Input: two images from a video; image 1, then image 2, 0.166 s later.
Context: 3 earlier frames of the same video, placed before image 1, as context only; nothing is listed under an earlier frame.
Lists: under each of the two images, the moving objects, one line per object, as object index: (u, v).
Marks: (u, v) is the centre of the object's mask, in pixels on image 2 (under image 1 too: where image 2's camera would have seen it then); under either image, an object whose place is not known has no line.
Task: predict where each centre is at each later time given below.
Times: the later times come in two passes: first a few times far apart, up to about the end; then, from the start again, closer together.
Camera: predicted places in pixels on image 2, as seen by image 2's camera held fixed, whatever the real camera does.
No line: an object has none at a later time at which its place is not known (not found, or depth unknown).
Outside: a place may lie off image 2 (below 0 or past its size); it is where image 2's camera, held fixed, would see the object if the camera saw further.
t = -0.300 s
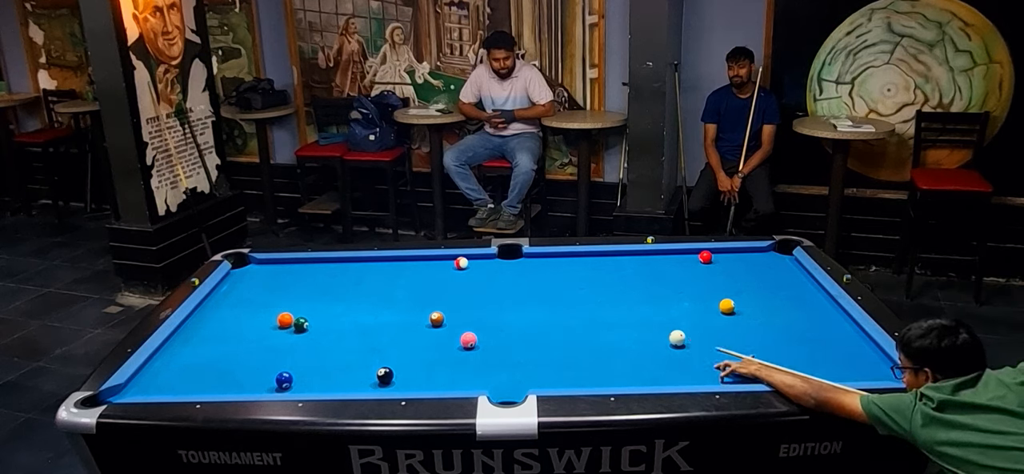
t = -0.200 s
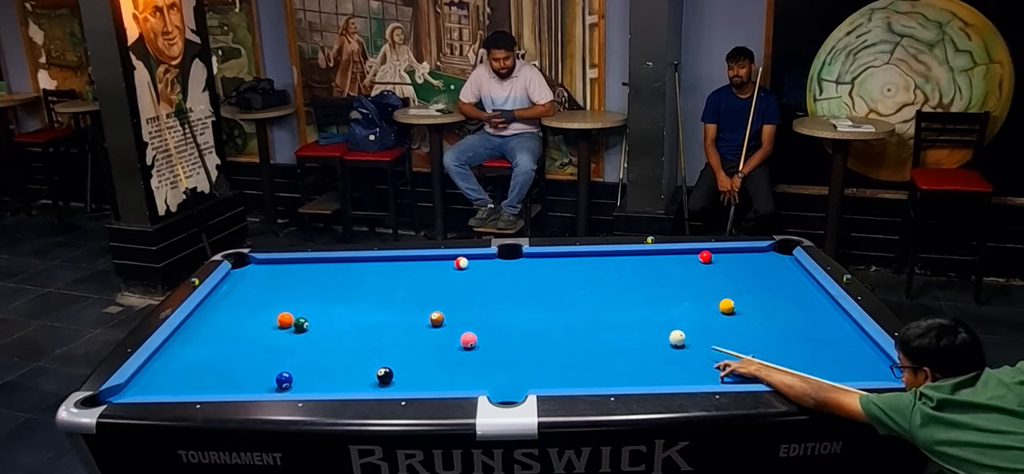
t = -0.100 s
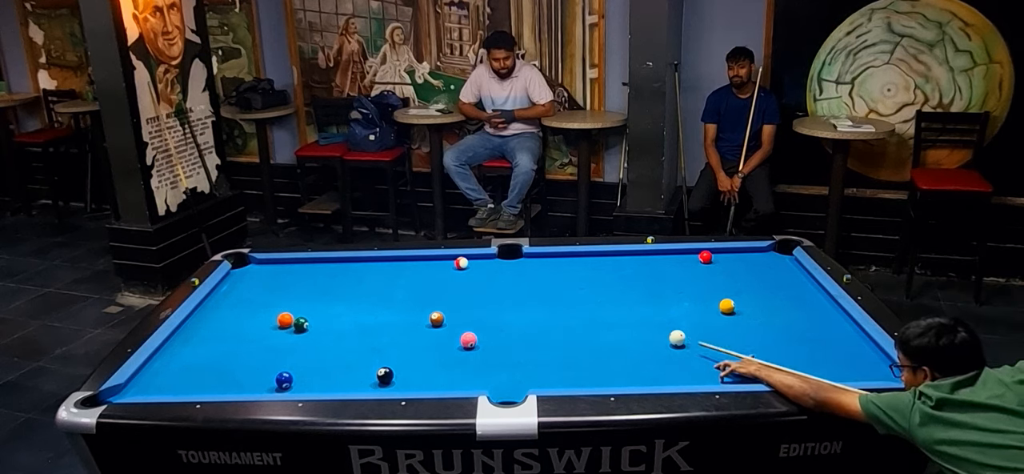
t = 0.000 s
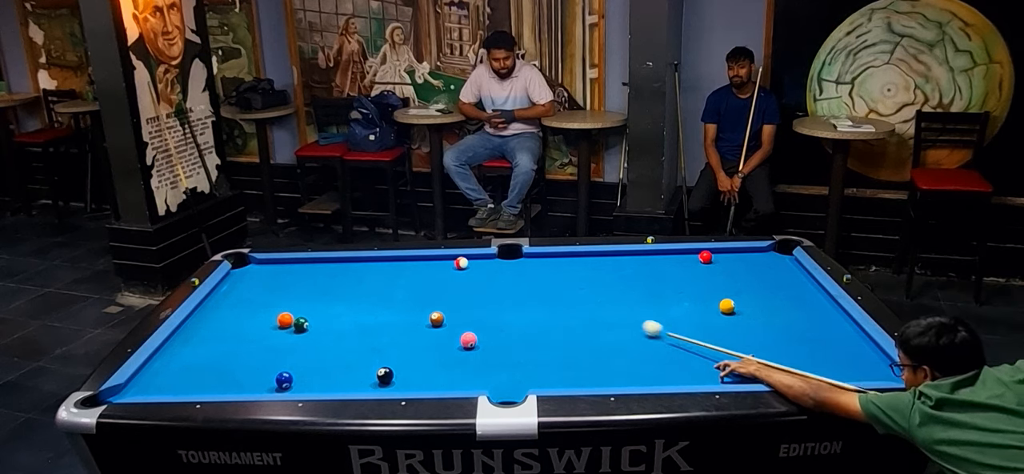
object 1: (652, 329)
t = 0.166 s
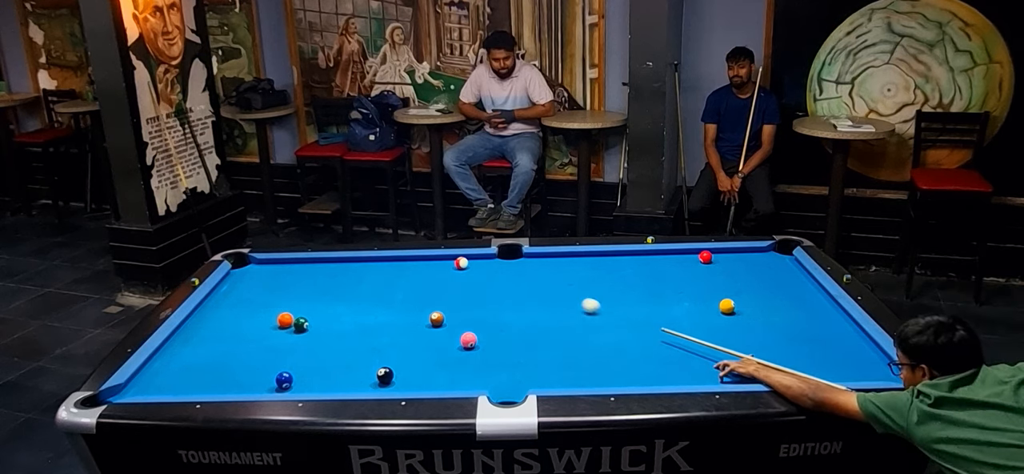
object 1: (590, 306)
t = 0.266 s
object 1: (558, 294)
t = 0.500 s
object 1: (491, 269)
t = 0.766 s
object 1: (466, 265)
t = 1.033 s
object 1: (449, 281)
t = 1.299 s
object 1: (432, 298)
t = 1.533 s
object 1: (415, 314)
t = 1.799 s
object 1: (395, 333)
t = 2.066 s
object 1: (374, 354)
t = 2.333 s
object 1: (351, 376)
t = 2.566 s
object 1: (334, 386)
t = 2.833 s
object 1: (333, 374)
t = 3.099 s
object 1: (331, 362)
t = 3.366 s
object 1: (330, 352)
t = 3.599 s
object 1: (330, 343)
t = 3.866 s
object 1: (330, 334)
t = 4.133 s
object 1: (329, 325)
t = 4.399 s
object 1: (333, 317)
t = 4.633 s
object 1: (331, 315)
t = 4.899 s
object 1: (331, 310)
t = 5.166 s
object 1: (332, 306)
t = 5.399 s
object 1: (332, 303)
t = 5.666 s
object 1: (333, 300)
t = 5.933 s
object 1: (334, 297)
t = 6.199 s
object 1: (335, 295)
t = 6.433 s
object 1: (336, 294)
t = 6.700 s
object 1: (337, 293)
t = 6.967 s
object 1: (337, 293)
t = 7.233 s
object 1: (337, 293)
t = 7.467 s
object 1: (337, 293)
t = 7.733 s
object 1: (337, 293)
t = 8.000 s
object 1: (337, 293)
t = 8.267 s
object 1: (337, 293)
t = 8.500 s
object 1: (337, 293)
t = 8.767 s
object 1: (337, 294)
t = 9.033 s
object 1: (337, 293)
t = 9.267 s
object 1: (337, 294)
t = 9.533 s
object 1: (337, 294)
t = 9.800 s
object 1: (337, 294)
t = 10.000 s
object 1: (337, 293)
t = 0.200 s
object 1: (579, 302)
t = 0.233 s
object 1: (568, 298)
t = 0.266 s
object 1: (558, 294)
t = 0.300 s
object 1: (547, 290)
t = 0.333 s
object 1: (537, 286)
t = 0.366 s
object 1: (528, 283)
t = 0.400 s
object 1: (518, 279)
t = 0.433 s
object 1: (509, 276)
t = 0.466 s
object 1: (500, 272)
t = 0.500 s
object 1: (491, 269)
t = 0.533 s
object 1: (482, 266)
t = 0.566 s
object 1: (474, 263)
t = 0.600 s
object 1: (474, 260)
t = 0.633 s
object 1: (473, 257)
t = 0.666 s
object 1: (472, 259)
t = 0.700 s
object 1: (470, 261)
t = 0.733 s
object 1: (468, 263)
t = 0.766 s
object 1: (466, 265)
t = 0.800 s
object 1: (464, 267)
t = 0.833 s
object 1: (462, 269)
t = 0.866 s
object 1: (460, 271)
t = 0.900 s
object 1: (458, 273)
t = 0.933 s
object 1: (456, 275)
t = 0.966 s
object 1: (454, 277)
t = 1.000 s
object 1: (451, 279)
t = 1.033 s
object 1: (449, 281)
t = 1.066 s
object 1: (447, 283)
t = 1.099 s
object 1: (445, 285)
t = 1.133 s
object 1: (443, 287)
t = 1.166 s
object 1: (441, 289)
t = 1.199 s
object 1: (438, 291)
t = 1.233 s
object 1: (436, 293)
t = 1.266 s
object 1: (434, 296)
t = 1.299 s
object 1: (432, 298)
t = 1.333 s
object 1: (429, 300)
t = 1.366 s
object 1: (427, 302)
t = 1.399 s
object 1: (424, 305)
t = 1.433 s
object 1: (422, 307)
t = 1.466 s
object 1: (420, 309)
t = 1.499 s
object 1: (417, 311)
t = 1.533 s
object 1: (415, 314)
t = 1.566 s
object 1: (412, 316)
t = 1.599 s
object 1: (410, 319)
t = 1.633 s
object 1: (408, 321)
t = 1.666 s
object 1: (405, 323)
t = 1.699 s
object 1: (403, 326)
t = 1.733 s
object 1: (400, 328)
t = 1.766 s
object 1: (398, 331)
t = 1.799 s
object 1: (395, 333)
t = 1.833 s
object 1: (392, 336)
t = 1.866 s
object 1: (390, 338)
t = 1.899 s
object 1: (387, 341)
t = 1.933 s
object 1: (385, 343)
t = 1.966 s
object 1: (382, 346)
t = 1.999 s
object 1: (379, 348)
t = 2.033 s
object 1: (377, 351)
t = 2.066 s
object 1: (374, 354)
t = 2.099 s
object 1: (371, 356)
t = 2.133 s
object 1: (368, 359)
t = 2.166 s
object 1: (366, 362)
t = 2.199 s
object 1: (363, 365)
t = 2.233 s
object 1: (360, 367)
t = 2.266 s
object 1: (357, 370)
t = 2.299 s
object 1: (354, 372)
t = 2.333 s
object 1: (351, 376)
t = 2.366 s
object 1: (348, 378)
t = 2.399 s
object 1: (345, 381)
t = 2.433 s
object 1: (342, 383)
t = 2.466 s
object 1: (340, 385)
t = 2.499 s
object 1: (337, 387)
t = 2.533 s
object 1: (335, 387)
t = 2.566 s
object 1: (334, 386)
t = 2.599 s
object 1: (334, 385)
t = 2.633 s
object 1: (334, 384)
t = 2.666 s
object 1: (334, 383)
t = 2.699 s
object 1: (333, 381)
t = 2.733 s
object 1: (333, 380)
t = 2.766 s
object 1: (333, 378)
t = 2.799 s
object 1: (333, 376)
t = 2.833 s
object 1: (333, 374)
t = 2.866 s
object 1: (333, 373)
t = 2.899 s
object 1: (332, 371)
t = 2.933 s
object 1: (332, 370)
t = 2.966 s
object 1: (332, 368)
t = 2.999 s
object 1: (332, 367)
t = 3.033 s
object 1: (332, 365)
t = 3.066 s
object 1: (331, 364)
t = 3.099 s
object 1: (331, 362)
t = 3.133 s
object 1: (331, 361)
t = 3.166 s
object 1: (331, 359)
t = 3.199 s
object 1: (331, 358)
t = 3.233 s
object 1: (331, 357)
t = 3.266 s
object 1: (331, 355)
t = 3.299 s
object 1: (330, 354)
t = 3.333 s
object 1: (330, 353)
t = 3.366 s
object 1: (330, 352)
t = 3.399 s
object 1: (330, 350)
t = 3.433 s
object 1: (330, 349)
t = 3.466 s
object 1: (330, 347)
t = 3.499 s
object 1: (330, 346)
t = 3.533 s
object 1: (330, 345)
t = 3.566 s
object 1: (330, 344)
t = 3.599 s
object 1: (330, 343)
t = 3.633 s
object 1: (330, 341)
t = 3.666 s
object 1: (330, 341)
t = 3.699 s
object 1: (330, 339)
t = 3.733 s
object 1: (330, 338)
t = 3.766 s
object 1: (330, 337)
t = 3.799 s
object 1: (330, 336)
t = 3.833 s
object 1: (330, 335)
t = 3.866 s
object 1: (330, 334)
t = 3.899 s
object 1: (330, 333)
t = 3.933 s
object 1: (330, 332)
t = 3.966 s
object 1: (331, 331)
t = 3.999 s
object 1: (330, 330)
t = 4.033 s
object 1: (330, 329)
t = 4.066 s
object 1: (330, 328)
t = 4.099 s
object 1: (330, 328)
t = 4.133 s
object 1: (329, 325)
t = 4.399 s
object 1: (333, 317)
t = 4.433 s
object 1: (330, 319)
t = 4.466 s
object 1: (330, 319)
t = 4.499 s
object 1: (331, 318)
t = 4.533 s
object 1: (330, 317)
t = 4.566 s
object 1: (331, 317)
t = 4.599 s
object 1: (331, 316)
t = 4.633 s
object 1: (331, 315)
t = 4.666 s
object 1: (331, 314)
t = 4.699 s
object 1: (331, 314)
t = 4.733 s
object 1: (331, 313)
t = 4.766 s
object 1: (331, 312)
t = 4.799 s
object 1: (331, 312)
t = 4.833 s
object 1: (331, 311)
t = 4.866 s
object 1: (331, 311)
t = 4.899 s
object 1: (331, 310)
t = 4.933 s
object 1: (331, 309)
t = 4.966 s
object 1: (331, 309)
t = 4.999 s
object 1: (332, 308)
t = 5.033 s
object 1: (332, 308)
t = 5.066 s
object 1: (332, 307)
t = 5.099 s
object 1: (332, 307)
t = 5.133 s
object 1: (332, 306)
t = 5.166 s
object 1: (332, 306)
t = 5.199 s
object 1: (332, 305)
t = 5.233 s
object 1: (332, 305)
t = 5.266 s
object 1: (332, 304)
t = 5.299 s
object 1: (332, 304)
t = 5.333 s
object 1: (332, 304)
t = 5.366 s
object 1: (332, 303)
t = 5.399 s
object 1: (332, 303)
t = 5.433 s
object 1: (333, 302)
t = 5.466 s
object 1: (333, 302)
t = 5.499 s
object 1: (333, 302)
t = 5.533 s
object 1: (333, 301)
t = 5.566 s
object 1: (333, 301)
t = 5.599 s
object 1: (333, 300)
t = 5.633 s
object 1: (333, 300)
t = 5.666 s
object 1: (333, 300)
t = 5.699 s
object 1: (333, 299)
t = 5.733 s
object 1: (334, 299)
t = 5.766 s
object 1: (334, 299)
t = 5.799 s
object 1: (334, 298)
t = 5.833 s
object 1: (334, 298)
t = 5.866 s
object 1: (334, 298)
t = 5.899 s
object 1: (334, 298)
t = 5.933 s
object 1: (334, 297)
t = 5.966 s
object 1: (334, 297)
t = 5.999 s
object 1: (334, 297)
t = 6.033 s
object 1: (334, 297)
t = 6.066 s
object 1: (335, 296)
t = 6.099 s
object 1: (335, 296)
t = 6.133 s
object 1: (335, 296)
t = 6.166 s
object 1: (335, 296)
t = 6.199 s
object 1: (335, 295)
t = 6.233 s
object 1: (335, 295)
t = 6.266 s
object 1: (335, 295)
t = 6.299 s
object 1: (336, 295)
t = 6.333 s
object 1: (336, 295)
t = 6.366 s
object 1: (336, 295)
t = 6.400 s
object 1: (336, 294)
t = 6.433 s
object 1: (336, 294)
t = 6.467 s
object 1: (336, 294)
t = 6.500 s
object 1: (336, 294)
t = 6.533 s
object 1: (336, 294)
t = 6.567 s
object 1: (336, 294)
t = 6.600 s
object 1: (337, 294)
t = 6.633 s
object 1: (337, 294)
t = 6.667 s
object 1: (337, 294)
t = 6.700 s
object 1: (337, 293)
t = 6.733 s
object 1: (337, 293)
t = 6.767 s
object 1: (337, 293)
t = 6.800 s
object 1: (337, 293)
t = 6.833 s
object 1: (337, 293)
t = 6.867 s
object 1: (337, 293)
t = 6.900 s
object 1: (337, 293)
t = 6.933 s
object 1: (337, 293)
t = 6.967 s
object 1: (337, 293)
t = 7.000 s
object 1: (337, 293)
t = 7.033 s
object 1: (337, 293)
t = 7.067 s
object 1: (337, 293)
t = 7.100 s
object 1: (337, 293)
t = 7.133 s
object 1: (337, 293)
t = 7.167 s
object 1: (337, 293)
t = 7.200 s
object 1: (337, 293)
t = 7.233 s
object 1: (337, 293)
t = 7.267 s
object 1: (337, 293)
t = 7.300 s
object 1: (337, 293)
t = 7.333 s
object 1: (337, 293)
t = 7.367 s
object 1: (337, 293)
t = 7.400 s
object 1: (337, 293)
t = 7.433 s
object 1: (337, 293)
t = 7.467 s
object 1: (337, 293)
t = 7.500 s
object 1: (337, 293)
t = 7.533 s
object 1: (337, 294)
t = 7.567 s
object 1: (337, 293)
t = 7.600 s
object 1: (337, 293)
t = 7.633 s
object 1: (337, 293)
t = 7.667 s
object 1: (337, 293)
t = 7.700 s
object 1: (337, 294)
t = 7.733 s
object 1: (337, 293)
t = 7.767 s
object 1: (337, 293)
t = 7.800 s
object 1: (337, 293)
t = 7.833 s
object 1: (337, 293)
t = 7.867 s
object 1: (337, 293)
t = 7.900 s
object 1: (337, 294)
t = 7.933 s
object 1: (337, 294)
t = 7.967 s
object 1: (337, 293)
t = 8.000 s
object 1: (337, 293)
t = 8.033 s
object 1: (337, 293)
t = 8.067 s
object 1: (337, 293)
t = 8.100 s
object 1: (337, 293)
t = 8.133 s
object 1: (337, 293)
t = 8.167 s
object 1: (337, 293)
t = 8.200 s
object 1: (337, 293)
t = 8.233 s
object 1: (337, 293)
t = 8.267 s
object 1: (337, 293)
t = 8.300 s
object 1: (337, 293)
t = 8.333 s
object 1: (337, 293)
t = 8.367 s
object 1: (337, 293)
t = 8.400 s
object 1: (337, 293)
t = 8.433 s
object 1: (337, 293)
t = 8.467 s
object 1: (337, 293)
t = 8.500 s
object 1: (337, 293)
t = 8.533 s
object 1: (337, 293)
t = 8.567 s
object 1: (337, 293)
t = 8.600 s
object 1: (337, 293)
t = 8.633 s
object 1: (337, 293)
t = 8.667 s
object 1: (337, 294)
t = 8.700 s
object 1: (337, 293)
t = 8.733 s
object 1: (337, 293)
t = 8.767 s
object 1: (337, 294)
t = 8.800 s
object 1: (337, 294)
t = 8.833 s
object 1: (337, 293)
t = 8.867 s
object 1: (337, 294)
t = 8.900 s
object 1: (337, 293)
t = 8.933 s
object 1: (337, 294)
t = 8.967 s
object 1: (337, 294)
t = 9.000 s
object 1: (337, 294)
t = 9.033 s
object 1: (337, 293)
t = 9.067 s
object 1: (337, 294)
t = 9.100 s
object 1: (337, 293)
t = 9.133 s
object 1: (337, 294)
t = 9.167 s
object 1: (337, 293)
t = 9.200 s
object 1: (337, 294)
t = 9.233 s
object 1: (337, 294)
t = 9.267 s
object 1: (337, 294)
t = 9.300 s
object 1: (337, 293)
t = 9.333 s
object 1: (337, 294)
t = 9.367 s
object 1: (337, 293)
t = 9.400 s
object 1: (337, 294)
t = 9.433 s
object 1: (337, 294)
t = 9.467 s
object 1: (337, 294)
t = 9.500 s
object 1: (337, 294)
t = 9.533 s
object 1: (337, 294)
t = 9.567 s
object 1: (337, 294)
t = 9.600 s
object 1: (337, 294)
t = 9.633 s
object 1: (337, 294)
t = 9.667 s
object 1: (337, 294)
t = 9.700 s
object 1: (337, 294)
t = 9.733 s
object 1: (337, 294)
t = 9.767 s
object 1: (337, 294)
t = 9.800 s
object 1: (337, 294)
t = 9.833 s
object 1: (337, 293)
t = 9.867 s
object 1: (337, 294)
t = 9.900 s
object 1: (337, 293)
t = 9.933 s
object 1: (337, 293)
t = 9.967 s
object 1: (337, 293)
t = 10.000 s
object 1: (337, 293)
